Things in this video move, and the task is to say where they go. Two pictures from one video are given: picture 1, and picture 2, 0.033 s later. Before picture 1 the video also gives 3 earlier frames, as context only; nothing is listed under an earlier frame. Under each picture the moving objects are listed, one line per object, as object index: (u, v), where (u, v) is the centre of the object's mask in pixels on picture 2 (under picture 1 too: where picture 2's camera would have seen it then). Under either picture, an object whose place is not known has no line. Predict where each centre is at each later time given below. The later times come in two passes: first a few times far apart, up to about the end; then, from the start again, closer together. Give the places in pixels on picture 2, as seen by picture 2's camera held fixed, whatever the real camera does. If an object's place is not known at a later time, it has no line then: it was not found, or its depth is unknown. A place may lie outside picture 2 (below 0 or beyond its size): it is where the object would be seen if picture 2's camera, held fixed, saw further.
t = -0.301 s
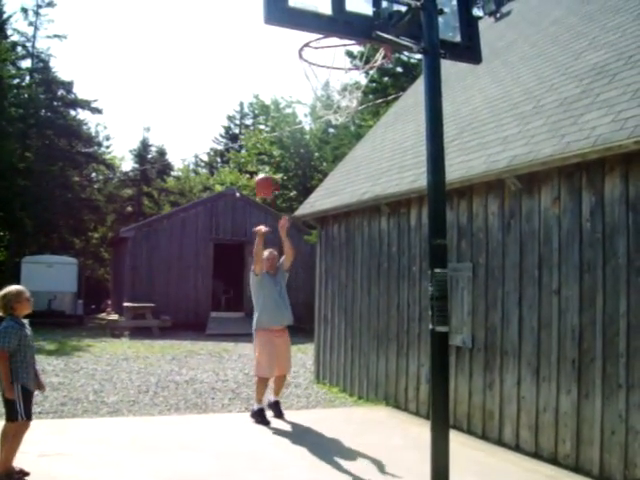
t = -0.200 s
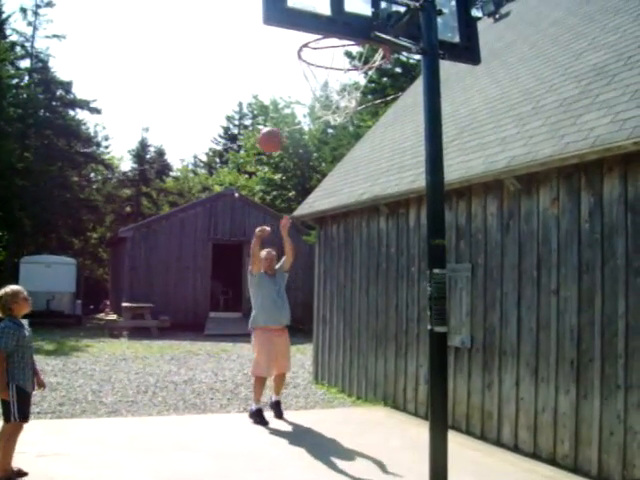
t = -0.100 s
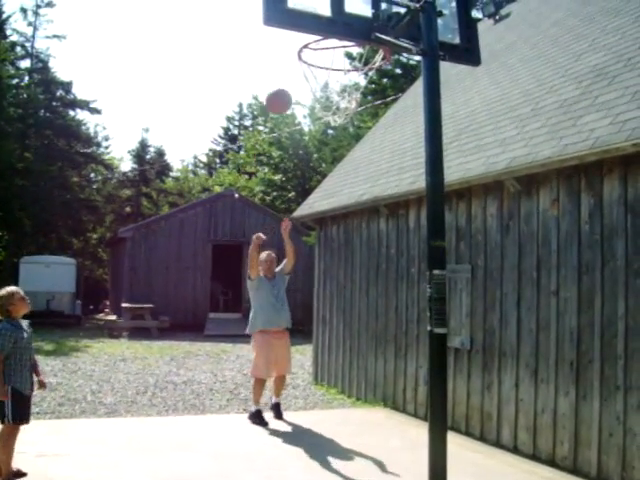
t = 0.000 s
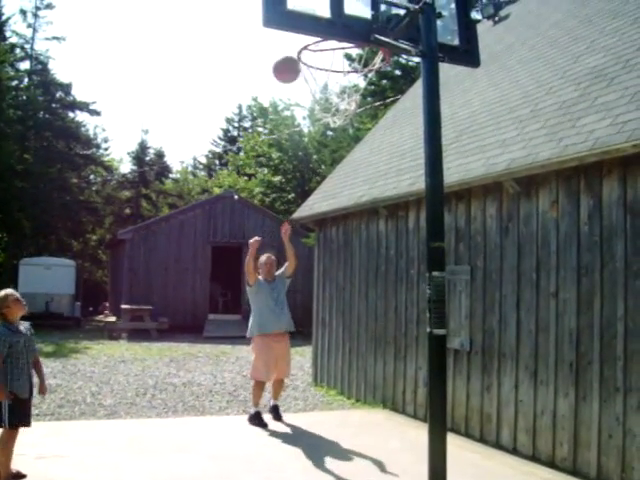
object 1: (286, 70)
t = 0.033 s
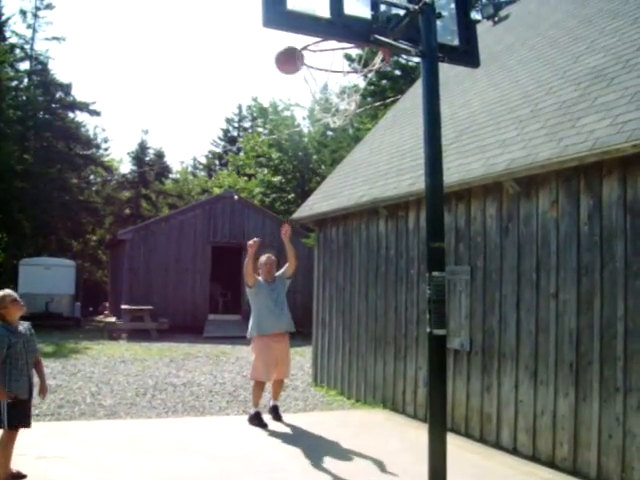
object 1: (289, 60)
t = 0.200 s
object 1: (303, 37)
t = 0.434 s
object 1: (334, 48)
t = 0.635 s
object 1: (343, 87)
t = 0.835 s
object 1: (311, 148)
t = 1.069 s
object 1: (275, 302)
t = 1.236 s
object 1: (252, 456)
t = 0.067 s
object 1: (292, 52)
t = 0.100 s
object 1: (295, 45)
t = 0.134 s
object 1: (296, 41)
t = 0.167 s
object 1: (300, 38)
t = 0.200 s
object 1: (303, 37)
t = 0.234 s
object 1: (307, 36)
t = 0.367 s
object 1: (326, 42)
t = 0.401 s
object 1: (329, 45)
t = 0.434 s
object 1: (334, 48)
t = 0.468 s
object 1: (339, 54)
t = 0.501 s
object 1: (347, 62)
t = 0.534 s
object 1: (352, 75)
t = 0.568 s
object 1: (354, 81)
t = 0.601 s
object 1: (349, 83)
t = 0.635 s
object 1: (343, 87)
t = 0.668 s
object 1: (338, 93)
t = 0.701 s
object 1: (332, 100)
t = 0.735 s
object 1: (327, 109)
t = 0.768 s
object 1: (322, 121)
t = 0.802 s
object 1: (316, 134)
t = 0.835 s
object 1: (311, 148)
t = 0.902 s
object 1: (300, 183)
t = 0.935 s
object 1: (295, 204)
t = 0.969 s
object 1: (289, 226)
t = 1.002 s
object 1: (285, 250)
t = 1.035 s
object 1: (280, 275)
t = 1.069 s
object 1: (275, 302)
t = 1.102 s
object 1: (270, 330)
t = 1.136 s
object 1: (265, 359)
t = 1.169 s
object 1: (261, 391)
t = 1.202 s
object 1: (256, 422)
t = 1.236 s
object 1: (252, 456)
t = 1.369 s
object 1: (237, 453)
